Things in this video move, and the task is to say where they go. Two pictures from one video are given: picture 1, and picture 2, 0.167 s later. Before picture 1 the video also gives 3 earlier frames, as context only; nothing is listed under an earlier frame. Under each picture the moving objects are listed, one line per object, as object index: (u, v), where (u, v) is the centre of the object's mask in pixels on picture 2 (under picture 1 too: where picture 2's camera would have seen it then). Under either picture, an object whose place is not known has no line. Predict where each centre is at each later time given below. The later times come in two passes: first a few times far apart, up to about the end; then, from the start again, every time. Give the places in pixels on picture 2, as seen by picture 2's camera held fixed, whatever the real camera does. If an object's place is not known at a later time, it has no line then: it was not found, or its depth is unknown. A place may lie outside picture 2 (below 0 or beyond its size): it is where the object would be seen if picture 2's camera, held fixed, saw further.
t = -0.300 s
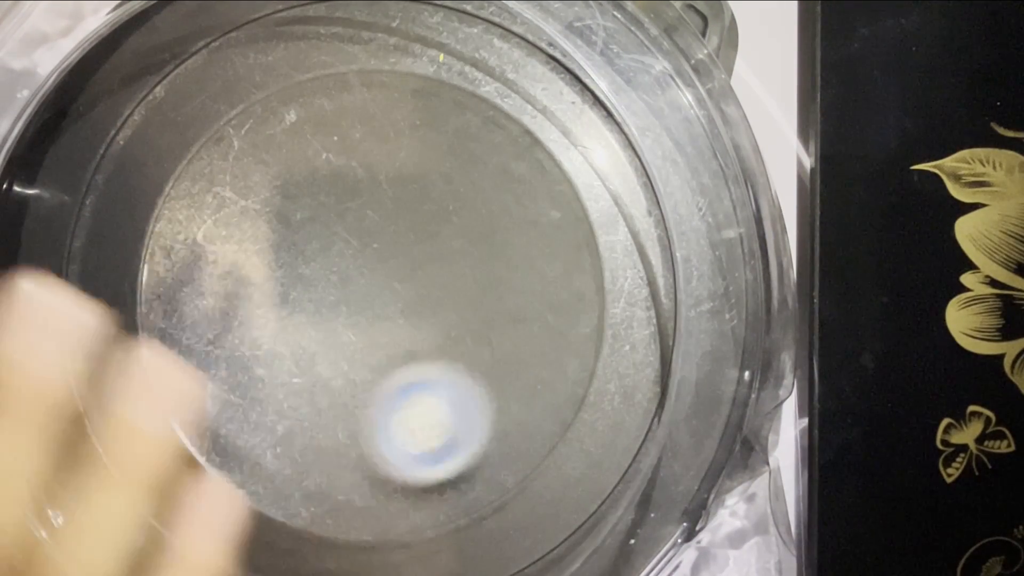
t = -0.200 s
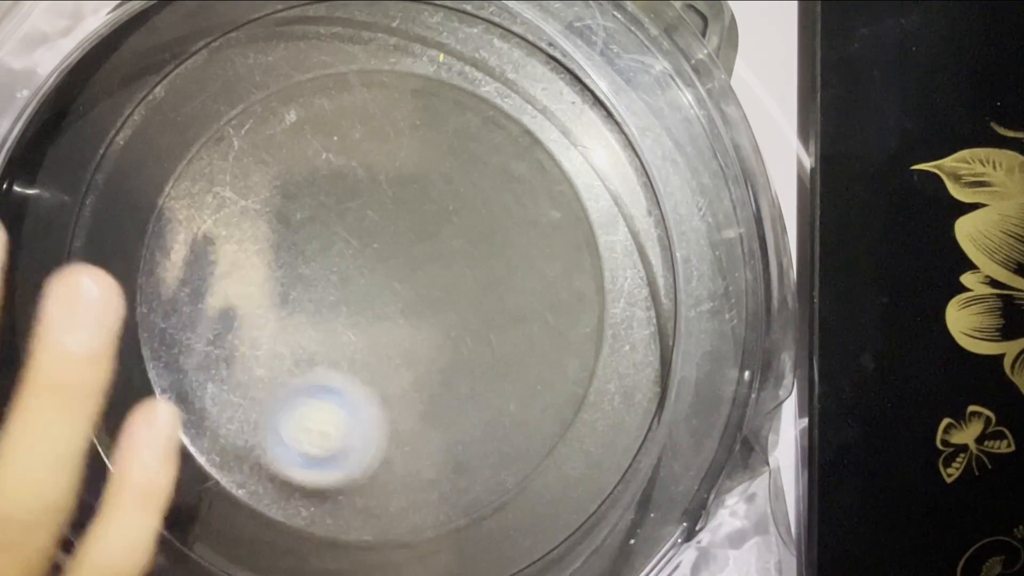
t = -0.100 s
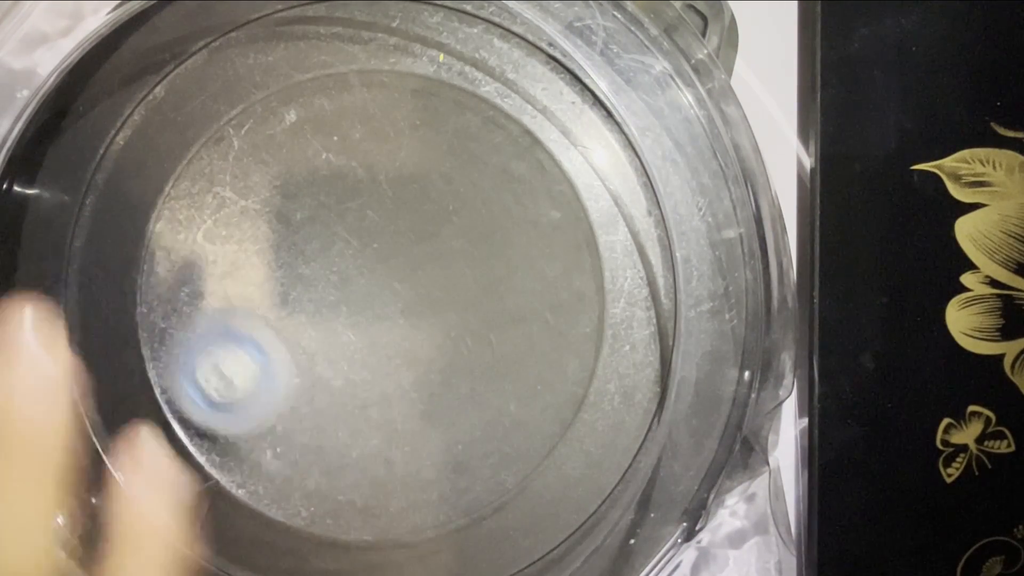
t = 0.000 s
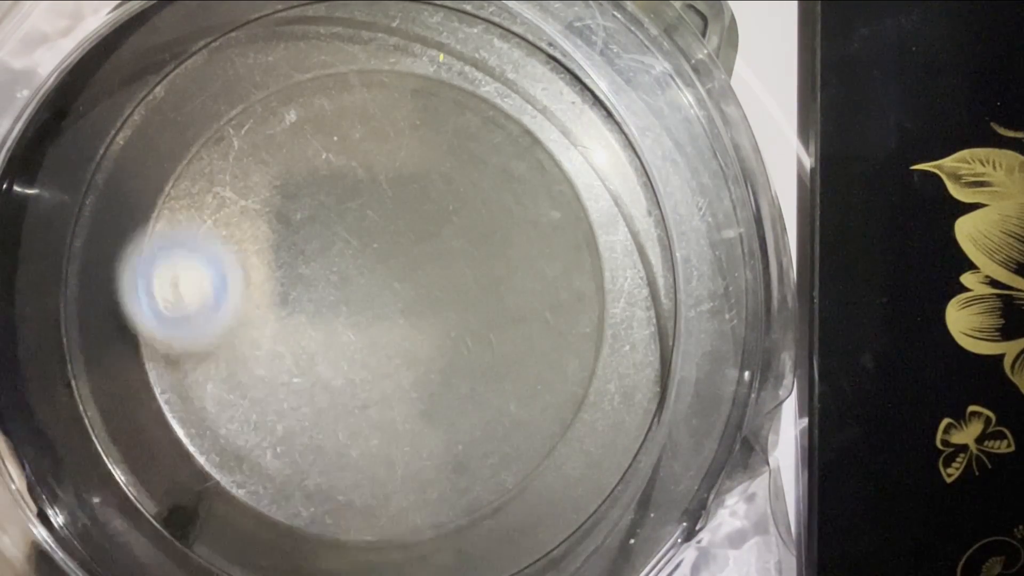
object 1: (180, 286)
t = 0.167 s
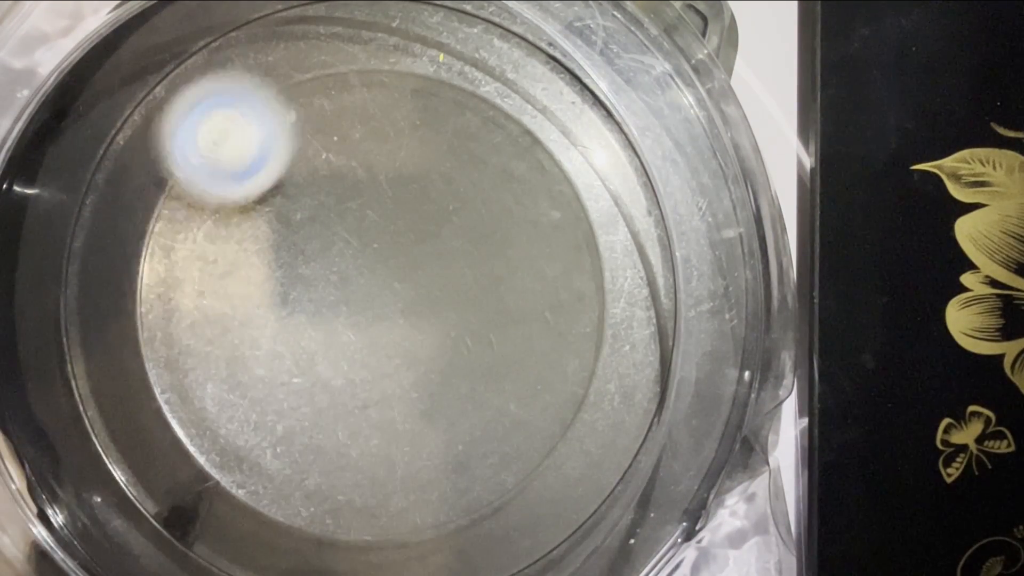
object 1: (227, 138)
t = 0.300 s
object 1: (348, 105)
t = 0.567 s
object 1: (495, 313)
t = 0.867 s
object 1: (275, 468)
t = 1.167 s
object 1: (216, 228)
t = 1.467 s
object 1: (478, 238)
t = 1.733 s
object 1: (461, 462)
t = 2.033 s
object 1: (252, 378)
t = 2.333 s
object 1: (402, 173)
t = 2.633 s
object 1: (532, 341)
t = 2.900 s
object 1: (340, 402)
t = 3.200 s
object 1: (310, 173)
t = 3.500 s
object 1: (486, 238)
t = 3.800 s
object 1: (325, 382)
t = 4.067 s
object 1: (263, 216)
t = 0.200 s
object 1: (253, 119)
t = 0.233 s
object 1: (282, 107)
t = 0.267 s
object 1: (316, 102)
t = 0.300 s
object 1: (348, 105)
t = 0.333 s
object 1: (383, 115)
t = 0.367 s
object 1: (414, 130)
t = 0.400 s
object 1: (440, 151)
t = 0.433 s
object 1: (465, 179)
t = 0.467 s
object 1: (481, 209)
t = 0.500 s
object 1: (492, 243)
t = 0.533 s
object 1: (496, 278)
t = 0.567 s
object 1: (495, 313)
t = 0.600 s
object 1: (487, 349)
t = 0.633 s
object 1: (473, 380)
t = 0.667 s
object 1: (452, 409)
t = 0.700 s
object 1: (428, 432)
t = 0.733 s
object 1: (400, 451)
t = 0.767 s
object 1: (371, 464)
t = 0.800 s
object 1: (339, 471)
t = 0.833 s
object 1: (306, 473)
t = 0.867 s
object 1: (275, 468)
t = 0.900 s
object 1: (245, 455)
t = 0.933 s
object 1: (219, 436)
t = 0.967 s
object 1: (197, 412)
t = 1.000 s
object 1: (182, 383)
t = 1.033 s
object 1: (173, 356)
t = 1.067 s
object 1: (173, 323)
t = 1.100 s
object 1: (179, 291)
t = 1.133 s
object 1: (195, 258)
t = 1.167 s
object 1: (216, 228)
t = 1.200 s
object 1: (240, 207)
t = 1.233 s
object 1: (268, 191)
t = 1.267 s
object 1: (298, 180)
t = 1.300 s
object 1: (334, 175)
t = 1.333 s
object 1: (366, 176)
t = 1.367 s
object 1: (398, 182)
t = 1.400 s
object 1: (428, 196)
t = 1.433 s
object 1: (456, 216)
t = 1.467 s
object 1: (478, 238)
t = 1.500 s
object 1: (495, 265)
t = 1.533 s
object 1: (507, 294)
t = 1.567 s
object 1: (513, 326)
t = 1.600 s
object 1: (514, 358)
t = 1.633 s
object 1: (510, 387)
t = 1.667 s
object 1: (499, 415)
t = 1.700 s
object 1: (483, 440)
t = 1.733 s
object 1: (461, 462)
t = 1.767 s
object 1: (436, 478)
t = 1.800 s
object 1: (408, 488)
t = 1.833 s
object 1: (379, 491)
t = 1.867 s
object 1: (350, 486)
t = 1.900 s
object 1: (323, 475)
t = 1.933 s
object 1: (298, 457)
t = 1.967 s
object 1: (279, 435)
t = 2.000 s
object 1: (264, 412)
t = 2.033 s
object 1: (252, 378)
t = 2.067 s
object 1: (251, 343)
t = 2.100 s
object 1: (255, 311)
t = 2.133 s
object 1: (263, 279)
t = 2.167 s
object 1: (279, 250)
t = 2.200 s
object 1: (296, 225)
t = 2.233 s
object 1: (318, 203)
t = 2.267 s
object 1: (344, 188)
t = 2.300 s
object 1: (370, 177)
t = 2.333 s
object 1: (402, 173)
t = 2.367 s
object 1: (430, 174)
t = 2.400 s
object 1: (458, 181)
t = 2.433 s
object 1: (482, 193)
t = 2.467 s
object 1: (505, 210)
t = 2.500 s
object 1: (521, 232)
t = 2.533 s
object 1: (534, 257)
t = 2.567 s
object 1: (540, 285)
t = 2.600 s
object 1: (539, 312)
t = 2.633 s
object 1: (532, 341)
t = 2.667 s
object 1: (520, 365)
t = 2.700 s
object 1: (501, 387)
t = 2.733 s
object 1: (479, 405)
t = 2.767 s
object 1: (451, 415)
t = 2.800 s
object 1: (423, 421)
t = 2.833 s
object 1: (392, 419)
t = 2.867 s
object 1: (365, 414)
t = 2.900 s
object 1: (340, 402)
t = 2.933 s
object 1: (314, 381)
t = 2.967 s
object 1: (296, 359)
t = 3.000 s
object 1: (282, 333)
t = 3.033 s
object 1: (273, 303)
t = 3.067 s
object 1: (269, 269)
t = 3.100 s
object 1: (272, 244)
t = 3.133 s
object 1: (280, 217)
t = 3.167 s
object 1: (293, 194)
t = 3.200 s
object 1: (310, 173)
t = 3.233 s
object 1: (330, 157)
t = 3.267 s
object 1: (352, 146)
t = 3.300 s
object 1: (376, 141)
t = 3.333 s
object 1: (403, 142)
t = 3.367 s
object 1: (428, 151)
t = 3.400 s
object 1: (449, 165)
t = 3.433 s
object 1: (468, 185)
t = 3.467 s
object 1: (480, 210)
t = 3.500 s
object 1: (486, 238)
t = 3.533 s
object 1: (486, 264)
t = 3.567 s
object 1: (481, 294)
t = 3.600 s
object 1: (469, 319)
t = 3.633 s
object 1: (453, 342)
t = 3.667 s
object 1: (432, 361)
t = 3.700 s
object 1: (408, 376)
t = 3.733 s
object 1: (380, 385)
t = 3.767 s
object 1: (354, 388)
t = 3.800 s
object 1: (325, 382)
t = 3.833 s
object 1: (300, 373)
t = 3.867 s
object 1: (278, 358)
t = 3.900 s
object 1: (260, 337)
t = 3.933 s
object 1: (249, 315)
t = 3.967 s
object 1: (244, 289)
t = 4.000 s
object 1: (245, 263)
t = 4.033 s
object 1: (251, 238)
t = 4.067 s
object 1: (263, 216)
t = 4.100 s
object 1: (281, 199)
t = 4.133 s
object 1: (304, 189)
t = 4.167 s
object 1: (328, 185)
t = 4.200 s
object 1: (354, 188)
